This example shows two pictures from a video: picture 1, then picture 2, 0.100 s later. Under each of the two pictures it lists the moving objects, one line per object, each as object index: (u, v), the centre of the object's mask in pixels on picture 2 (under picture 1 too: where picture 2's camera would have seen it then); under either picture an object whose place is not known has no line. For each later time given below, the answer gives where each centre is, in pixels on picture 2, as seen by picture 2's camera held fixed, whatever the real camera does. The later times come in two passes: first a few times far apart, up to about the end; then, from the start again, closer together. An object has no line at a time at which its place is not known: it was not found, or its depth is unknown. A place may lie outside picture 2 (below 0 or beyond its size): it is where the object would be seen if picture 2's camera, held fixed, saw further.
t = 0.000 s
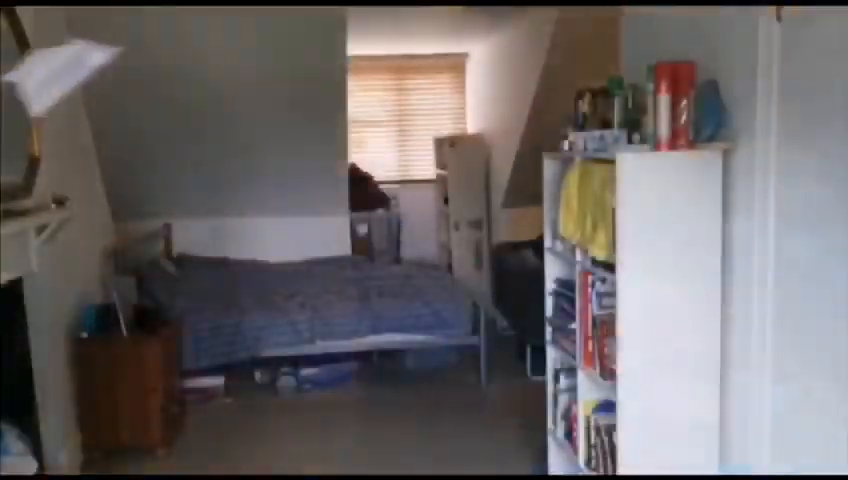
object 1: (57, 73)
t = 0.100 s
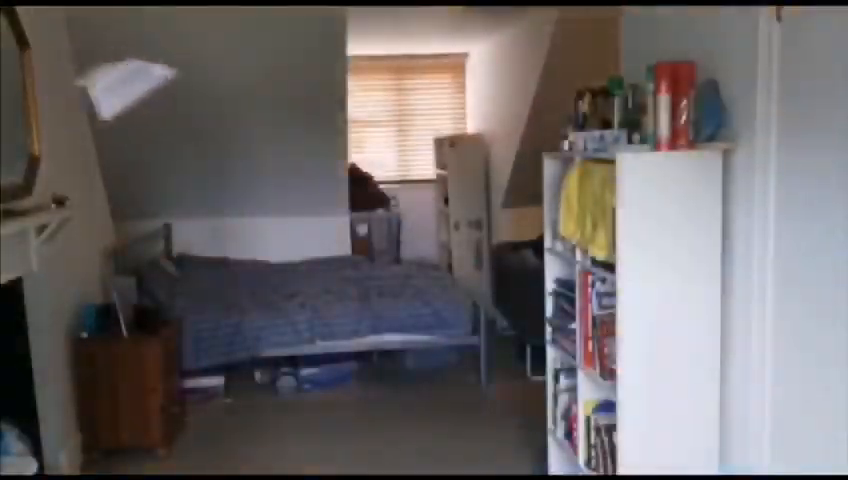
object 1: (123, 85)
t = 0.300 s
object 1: (217, 151)
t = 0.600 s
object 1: (276, 255)
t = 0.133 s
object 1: (143, 93)
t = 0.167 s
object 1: (160, 103)
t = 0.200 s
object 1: (176, 114)
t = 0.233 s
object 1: (192, 125)
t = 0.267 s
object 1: (205, 138)
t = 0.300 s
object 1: (217, 151)
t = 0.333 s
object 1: (228, 164)
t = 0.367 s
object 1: (237, 178)
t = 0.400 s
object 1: (244, 190)
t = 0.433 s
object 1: (251, 203)
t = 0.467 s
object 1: (258, 216)
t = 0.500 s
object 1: (264, 229)
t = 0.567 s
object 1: (271, 247)
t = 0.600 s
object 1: (276, 255)
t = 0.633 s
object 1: (281, 271)
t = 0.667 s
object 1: (286, 285)
